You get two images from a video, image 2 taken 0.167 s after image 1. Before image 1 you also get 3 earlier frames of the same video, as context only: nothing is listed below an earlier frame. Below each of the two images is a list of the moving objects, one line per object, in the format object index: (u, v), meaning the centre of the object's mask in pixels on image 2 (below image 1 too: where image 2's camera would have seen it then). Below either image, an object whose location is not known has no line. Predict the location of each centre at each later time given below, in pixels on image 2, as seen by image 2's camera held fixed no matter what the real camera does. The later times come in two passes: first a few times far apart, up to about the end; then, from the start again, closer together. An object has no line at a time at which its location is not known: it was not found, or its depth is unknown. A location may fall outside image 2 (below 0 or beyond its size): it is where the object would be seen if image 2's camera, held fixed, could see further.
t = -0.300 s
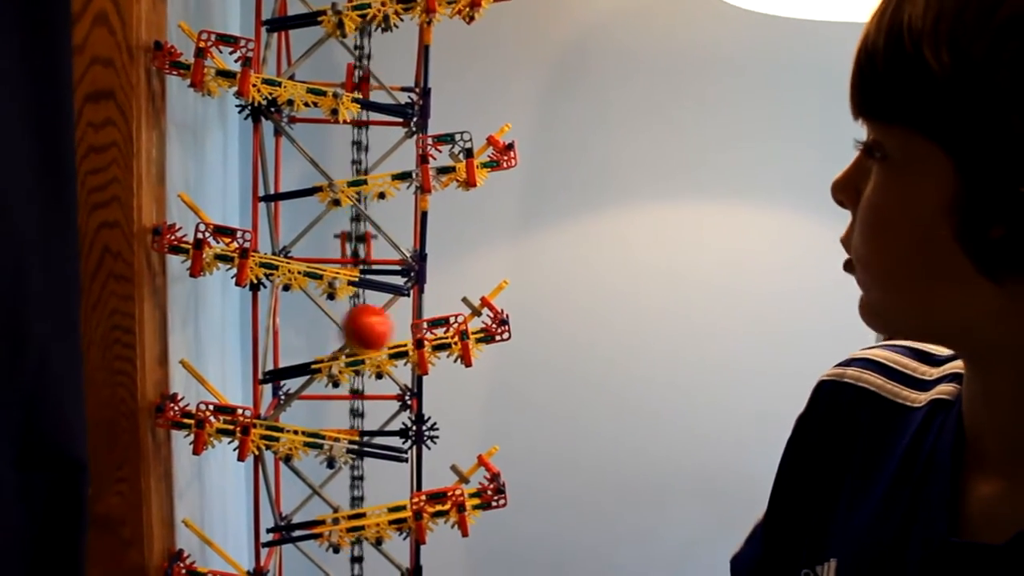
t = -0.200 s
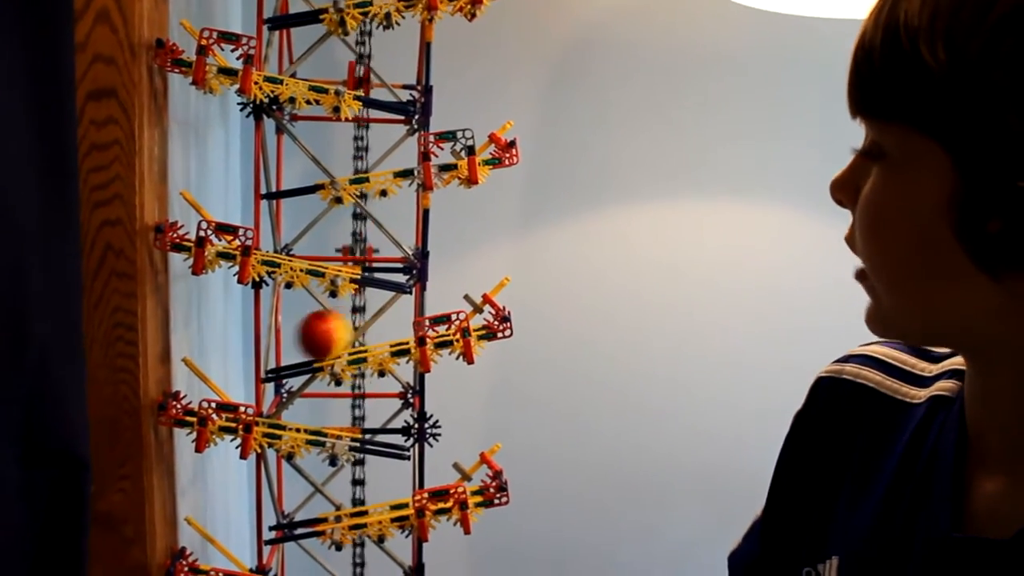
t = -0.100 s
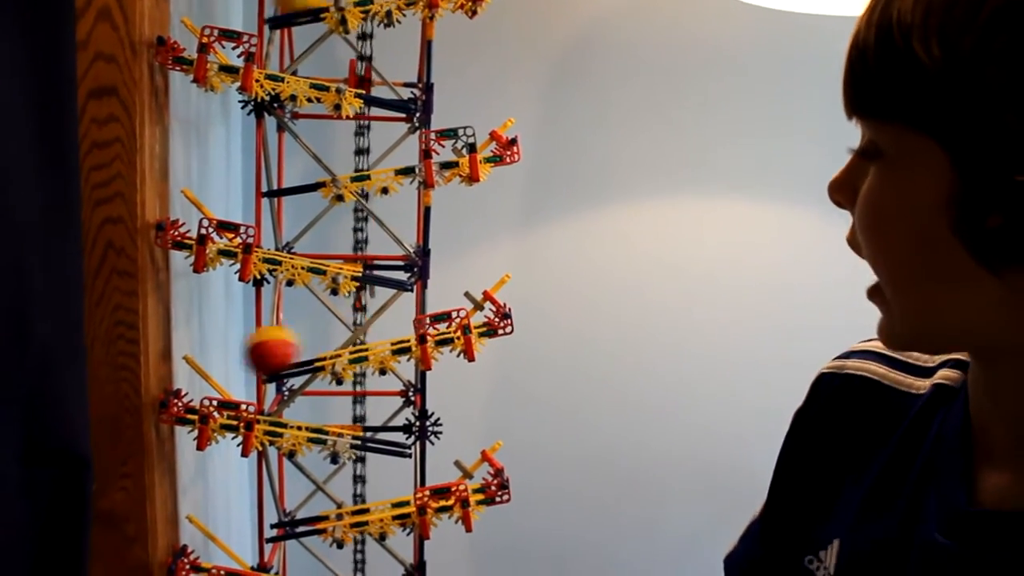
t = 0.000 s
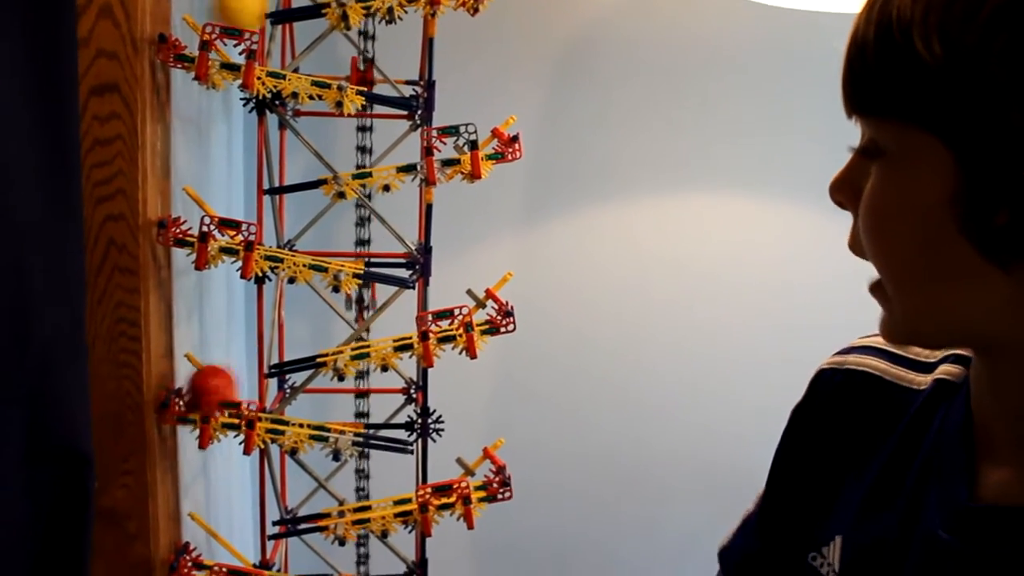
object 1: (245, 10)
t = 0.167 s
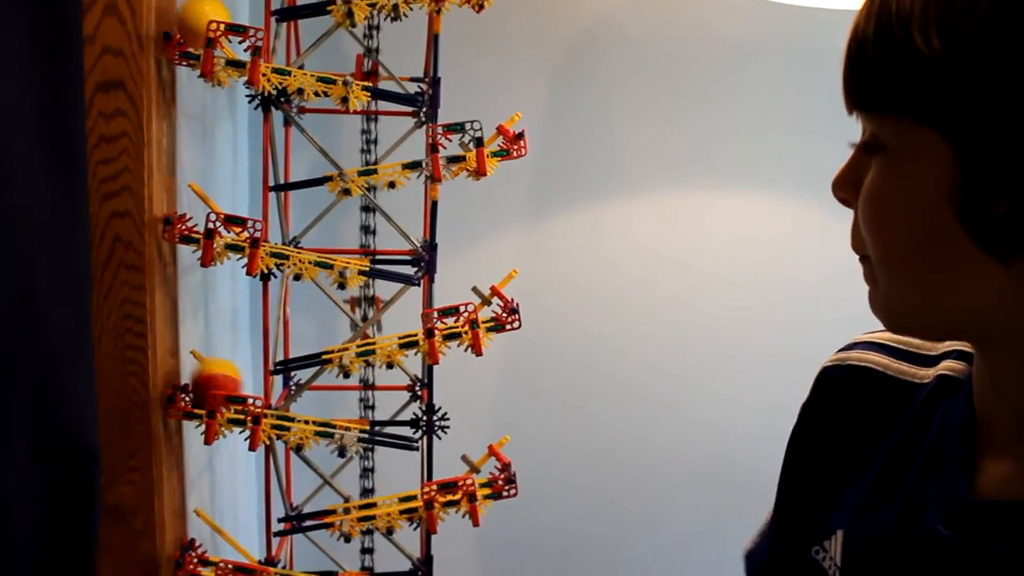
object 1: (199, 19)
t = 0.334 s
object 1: (264, 41)
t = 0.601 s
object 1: (332, 53)
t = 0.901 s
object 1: (484, 129)
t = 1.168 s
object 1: (451, 123)
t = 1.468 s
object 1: (370, 143)
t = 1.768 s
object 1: (215, 204)
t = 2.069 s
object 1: (280, 223)
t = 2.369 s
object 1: (416, 254)
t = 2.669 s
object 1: (462, 294)
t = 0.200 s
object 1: (204, 23)
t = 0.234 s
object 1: (223, 39)
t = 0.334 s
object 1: (264, 41)
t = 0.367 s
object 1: (265, 40)
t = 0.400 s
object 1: (277, 41)
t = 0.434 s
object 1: (283, 43)
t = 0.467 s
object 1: (289, 45)
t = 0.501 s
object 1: (297, 46)
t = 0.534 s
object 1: (307, 49)
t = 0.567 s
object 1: (320, 51)
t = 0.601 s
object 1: (332, 53)
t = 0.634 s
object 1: (347, 56)
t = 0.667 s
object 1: (360, 57)
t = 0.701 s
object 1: (375, 63)
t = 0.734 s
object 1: (391, 67)
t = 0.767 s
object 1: (409, 75)
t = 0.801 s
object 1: (426, 79)
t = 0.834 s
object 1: (446, 87)
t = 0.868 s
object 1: (465, 101)
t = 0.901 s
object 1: (484, 129)
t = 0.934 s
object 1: (490, 121)
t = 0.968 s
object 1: (488, 119)
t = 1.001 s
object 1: (485, 124)
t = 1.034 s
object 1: (482, 125)
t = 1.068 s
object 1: (470, 122)
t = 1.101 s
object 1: (458, 132)
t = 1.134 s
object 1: (454, 133)
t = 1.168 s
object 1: (451, 123)
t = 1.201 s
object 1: (442, 132)
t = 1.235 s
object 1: (433, 127)
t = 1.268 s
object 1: (422, 131)
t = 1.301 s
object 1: (416, 134)
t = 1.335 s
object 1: (410, 136)
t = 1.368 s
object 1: (404, 137)
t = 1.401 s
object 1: (394, 140)
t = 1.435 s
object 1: (382, 141)
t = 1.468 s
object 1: (370, 143)
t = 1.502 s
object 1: (355, 145)
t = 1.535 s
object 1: (341, 147)
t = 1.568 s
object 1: (325, 152)
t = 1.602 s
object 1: (310, 156)
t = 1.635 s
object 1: (293, 161)
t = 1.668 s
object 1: (274, 164)
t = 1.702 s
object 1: (255, 170)
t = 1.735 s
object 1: (236, 187)
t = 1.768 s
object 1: (215, 204)
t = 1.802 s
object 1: (205, 200)
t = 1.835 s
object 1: (205, 196)
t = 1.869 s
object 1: (204, 201)
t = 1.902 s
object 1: (212, 206)
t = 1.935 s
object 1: (230, 204)
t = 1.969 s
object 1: (243, 207)
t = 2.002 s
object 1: (258, 213)
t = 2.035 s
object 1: (270, 219)
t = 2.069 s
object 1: (280, 223)
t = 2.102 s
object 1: (289, 226)
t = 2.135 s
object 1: (303, 228)
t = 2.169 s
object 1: (317, 232)
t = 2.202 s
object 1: (330, 233)
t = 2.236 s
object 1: (345, 237)
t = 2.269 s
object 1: (361, 238)
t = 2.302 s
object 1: (377, 244)
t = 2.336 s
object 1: (396, 250)
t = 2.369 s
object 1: (416, 254)
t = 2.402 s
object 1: (435, 260)
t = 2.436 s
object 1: (452, 272)
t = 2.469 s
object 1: (474, 292)
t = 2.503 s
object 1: (486, 298)
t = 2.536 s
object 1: (485, 292)
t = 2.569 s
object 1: (483, 293)
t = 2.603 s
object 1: (480, 295)
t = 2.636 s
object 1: (471, 294)
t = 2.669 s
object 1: (462, 294)
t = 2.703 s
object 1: (451, 300)
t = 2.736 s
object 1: (444, 304)
